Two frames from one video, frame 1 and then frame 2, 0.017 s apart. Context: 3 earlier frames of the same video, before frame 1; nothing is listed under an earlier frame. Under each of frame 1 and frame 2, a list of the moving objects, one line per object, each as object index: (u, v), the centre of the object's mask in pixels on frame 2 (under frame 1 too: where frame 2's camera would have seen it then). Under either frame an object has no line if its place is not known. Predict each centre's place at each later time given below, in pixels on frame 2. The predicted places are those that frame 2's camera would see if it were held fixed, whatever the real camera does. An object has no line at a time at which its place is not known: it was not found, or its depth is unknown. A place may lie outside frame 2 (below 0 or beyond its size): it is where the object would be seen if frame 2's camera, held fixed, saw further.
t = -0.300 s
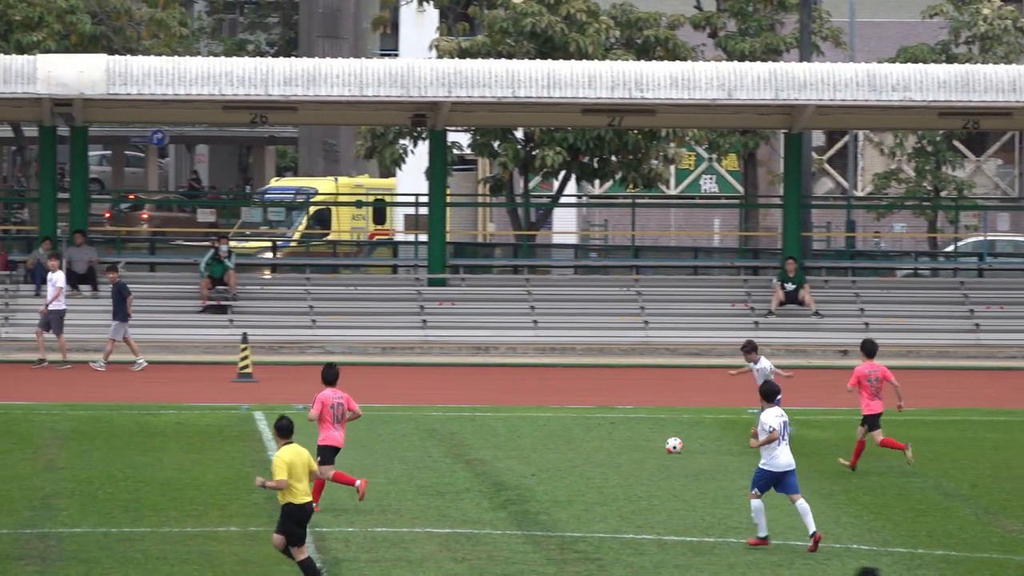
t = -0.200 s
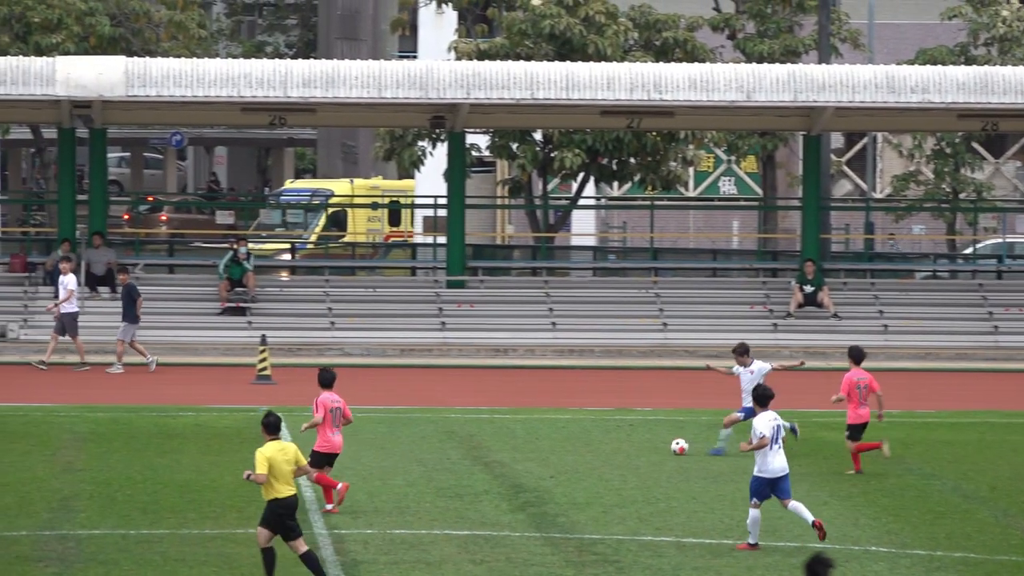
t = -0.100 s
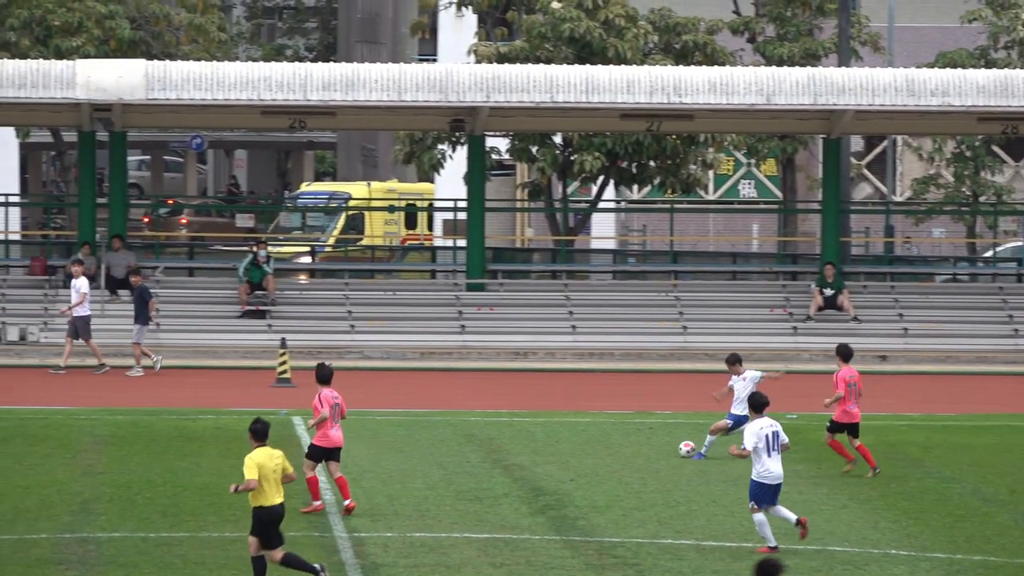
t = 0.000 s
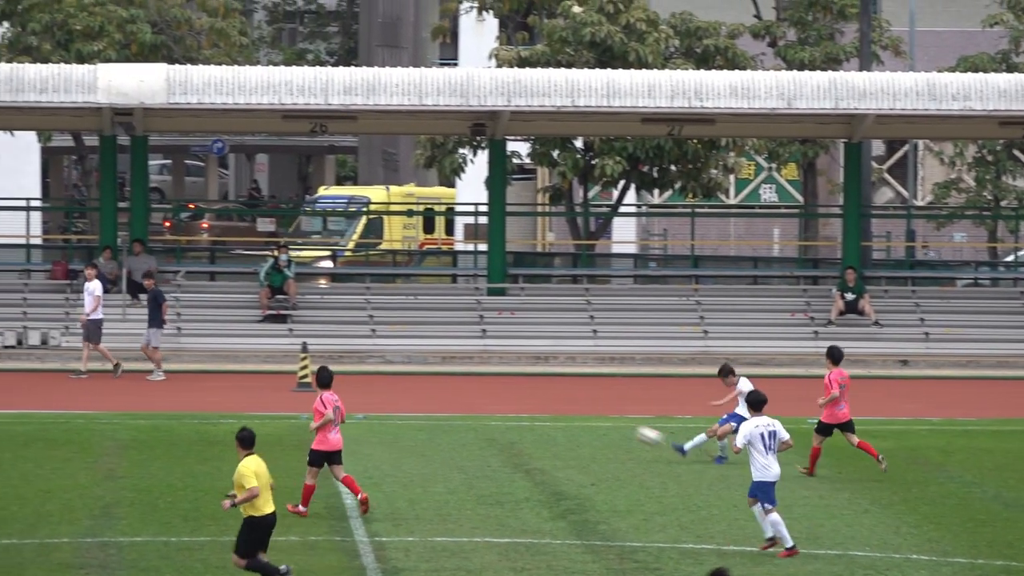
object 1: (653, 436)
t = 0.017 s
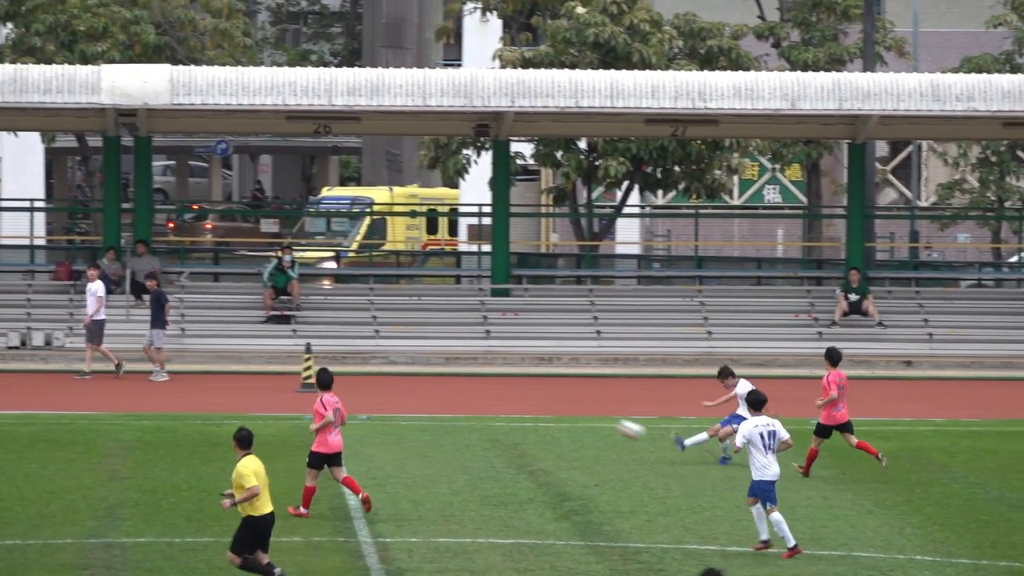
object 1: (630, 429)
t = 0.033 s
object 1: (609, 422)
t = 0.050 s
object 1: (587, 415)
